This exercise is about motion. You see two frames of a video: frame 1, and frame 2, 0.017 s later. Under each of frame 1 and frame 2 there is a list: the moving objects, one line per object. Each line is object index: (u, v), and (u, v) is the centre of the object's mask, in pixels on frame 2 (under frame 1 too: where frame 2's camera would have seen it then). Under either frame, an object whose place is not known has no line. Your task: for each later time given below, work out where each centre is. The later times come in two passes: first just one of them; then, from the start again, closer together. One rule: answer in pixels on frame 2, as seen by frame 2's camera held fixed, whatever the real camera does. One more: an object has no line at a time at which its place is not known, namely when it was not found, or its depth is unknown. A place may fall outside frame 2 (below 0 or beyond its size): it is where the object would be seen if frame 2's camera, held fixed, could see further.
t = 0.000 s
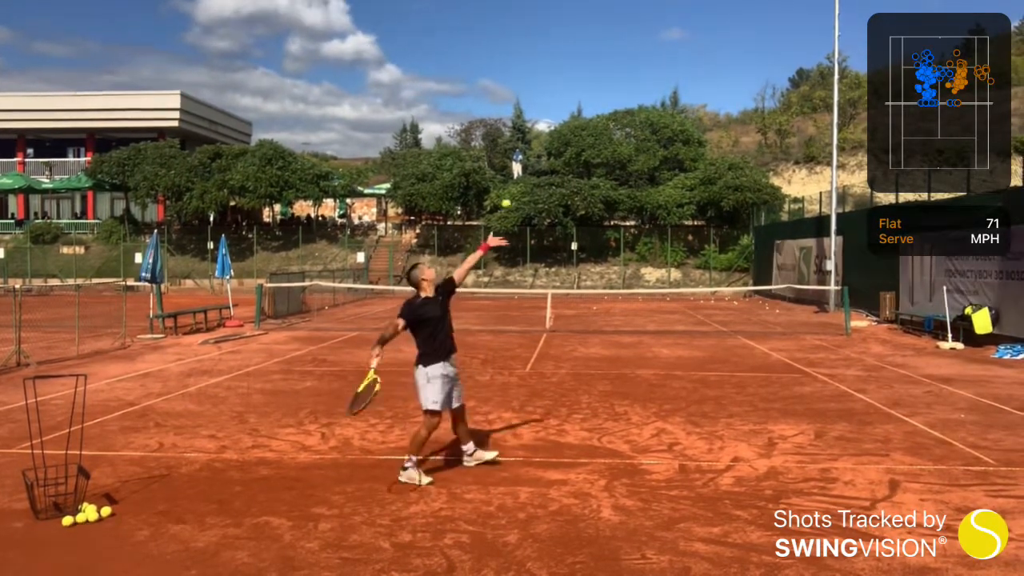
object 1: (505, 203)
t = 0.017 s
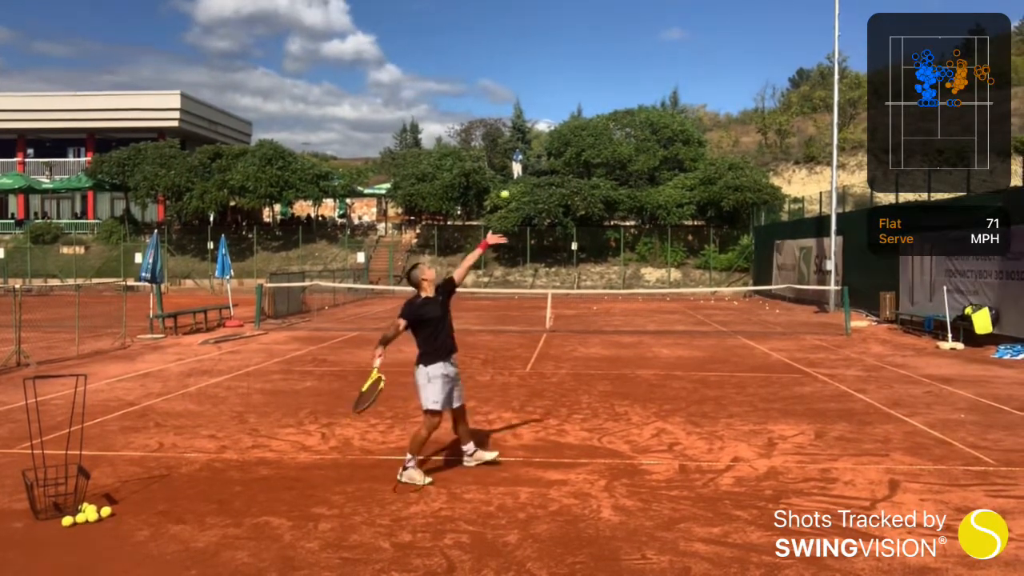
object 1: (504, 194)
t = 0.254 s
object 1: (486, 102)
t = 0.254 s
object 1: (486, 102)
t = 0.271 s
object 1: (485, 98)
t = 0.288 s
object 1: (483, 94)
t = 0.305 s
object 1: (482, 91)
